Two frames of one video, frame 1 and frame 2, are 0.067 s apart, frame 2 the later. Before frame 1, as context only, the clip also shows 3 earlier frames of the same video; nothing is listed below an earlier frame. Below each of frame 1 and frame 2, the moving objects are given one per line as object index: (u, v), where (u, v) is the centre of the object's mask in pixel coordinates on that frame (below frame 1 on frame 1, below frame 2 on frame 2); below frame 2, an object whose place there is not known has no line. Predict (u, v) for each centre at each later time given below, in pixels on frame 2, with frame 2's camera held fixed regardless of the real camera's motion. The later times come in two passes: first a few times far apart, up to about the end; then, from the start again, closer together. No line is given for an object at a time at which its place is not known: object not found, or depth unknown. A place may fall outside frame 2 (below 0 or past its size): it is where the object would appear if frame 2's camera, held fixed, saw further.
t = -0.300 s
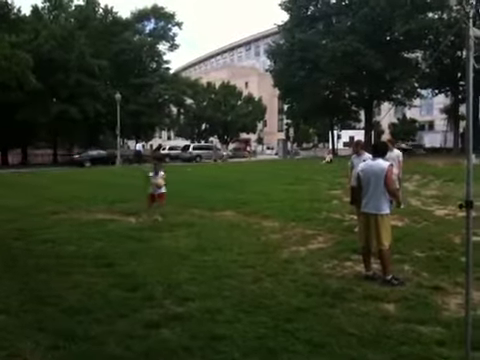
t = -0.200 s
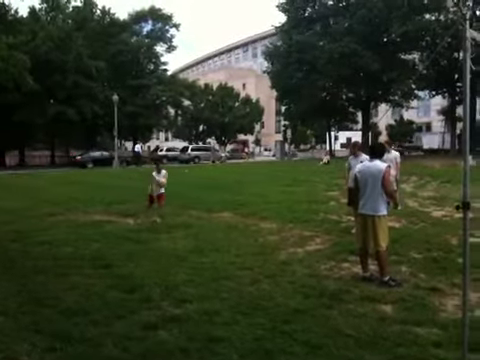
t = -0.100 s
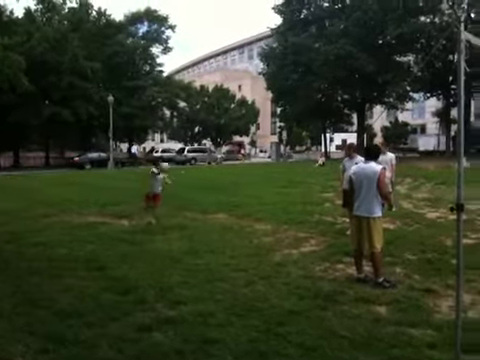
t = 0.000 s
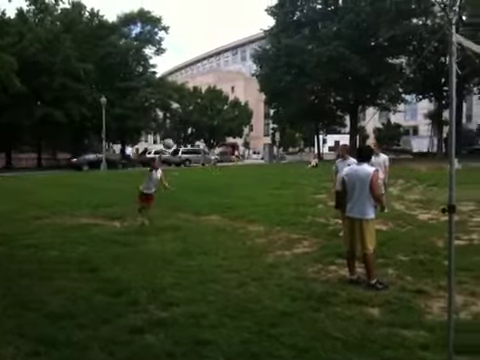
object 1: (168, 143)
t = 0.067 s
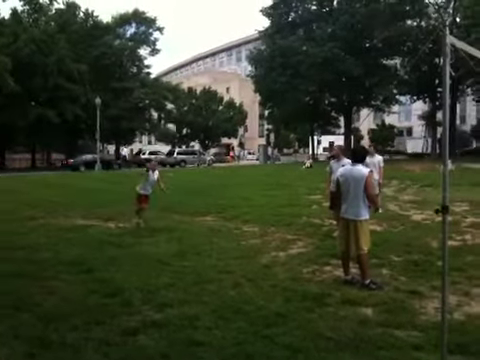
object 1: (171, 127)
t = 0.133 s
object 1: (179, 113)
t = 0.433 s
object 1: (220, 67)
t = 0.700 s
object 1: (284, 64)
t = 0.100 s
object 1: (175, 120)
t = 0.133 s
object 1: (179, 113)
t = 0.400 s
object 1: (215, 71)
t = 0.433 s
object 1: (220, 67)
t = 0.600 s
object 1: (256, 57)
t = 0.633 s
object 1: (266, 58)
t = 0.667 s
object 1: (275, 60)
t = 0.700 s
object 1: (284, 64)
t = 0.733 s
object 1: (293, 68)
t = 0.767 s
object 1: (304, 74)
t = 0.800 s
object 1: (314, 83)
